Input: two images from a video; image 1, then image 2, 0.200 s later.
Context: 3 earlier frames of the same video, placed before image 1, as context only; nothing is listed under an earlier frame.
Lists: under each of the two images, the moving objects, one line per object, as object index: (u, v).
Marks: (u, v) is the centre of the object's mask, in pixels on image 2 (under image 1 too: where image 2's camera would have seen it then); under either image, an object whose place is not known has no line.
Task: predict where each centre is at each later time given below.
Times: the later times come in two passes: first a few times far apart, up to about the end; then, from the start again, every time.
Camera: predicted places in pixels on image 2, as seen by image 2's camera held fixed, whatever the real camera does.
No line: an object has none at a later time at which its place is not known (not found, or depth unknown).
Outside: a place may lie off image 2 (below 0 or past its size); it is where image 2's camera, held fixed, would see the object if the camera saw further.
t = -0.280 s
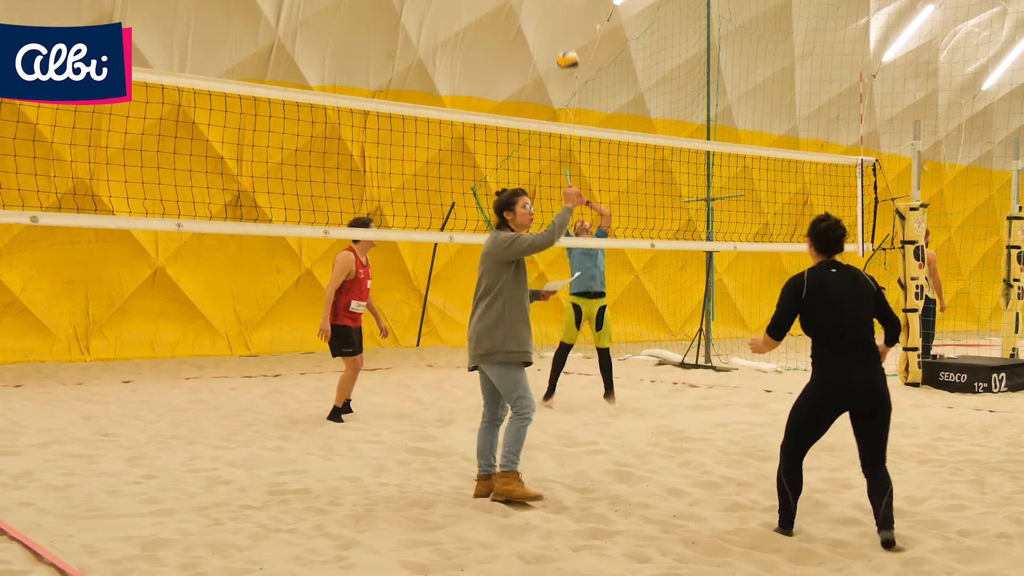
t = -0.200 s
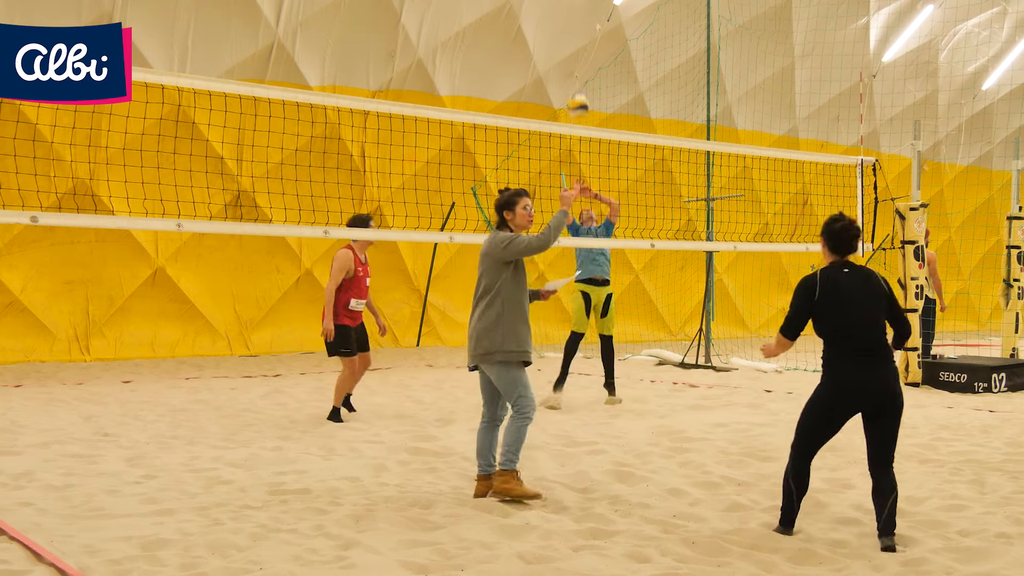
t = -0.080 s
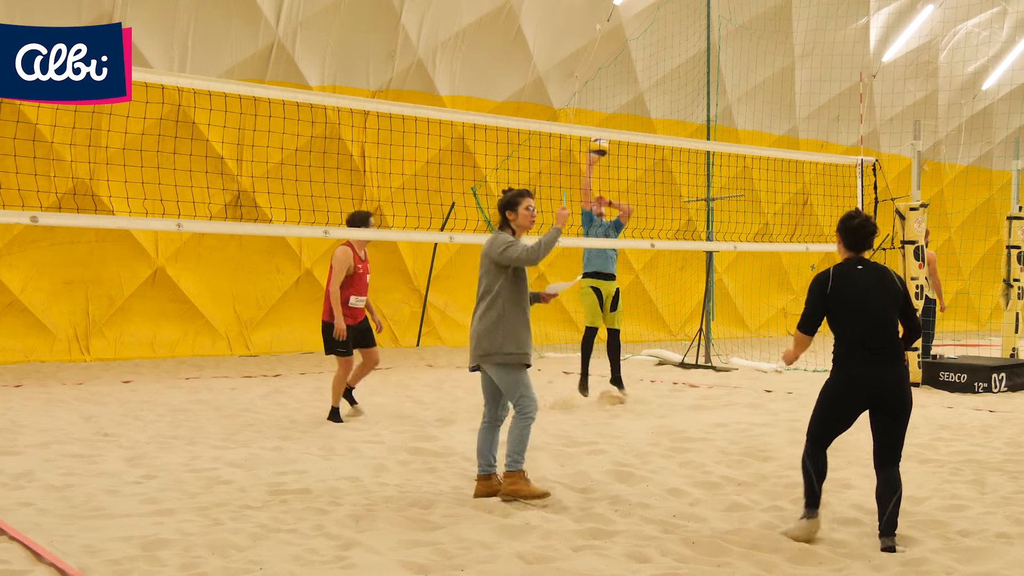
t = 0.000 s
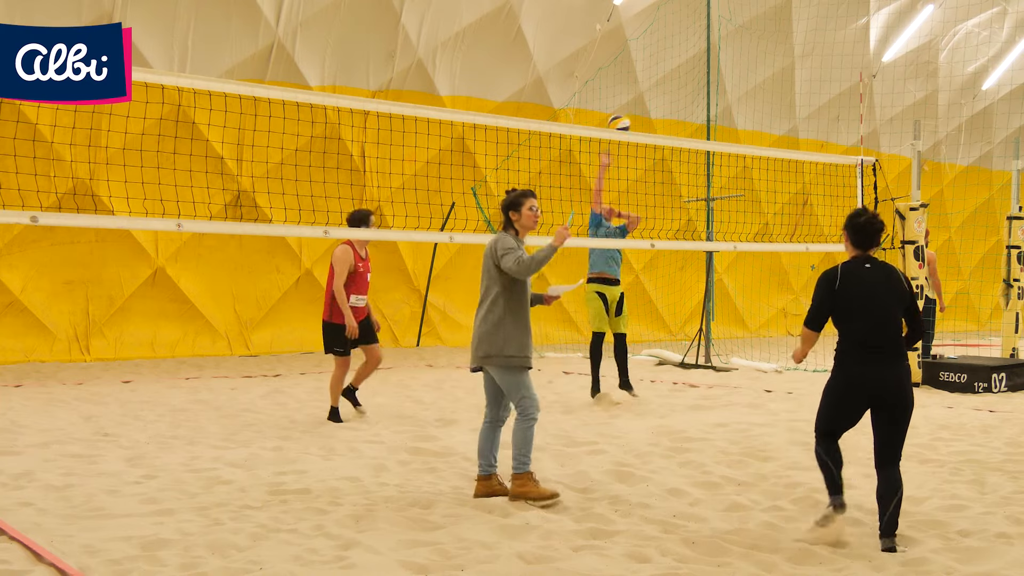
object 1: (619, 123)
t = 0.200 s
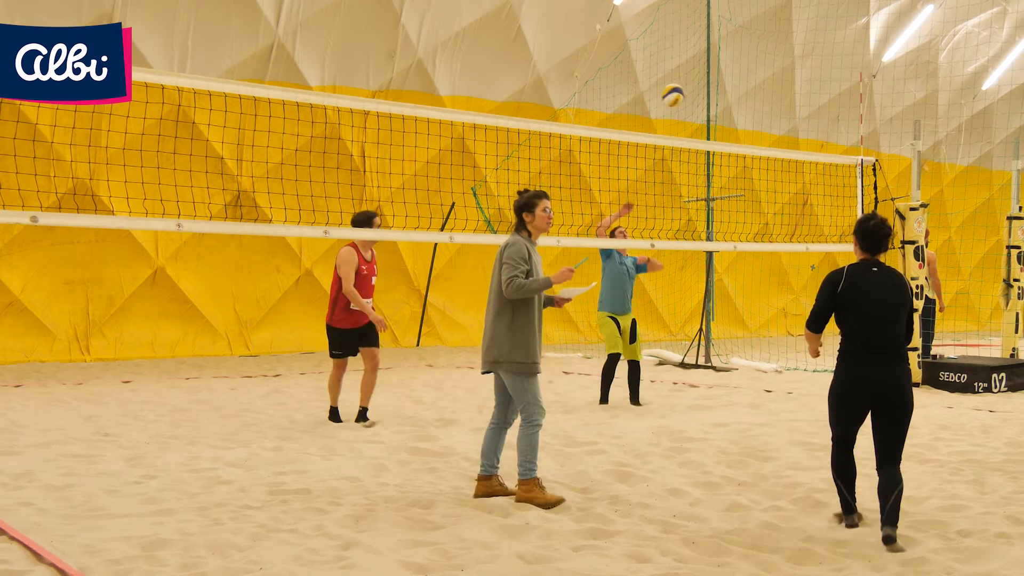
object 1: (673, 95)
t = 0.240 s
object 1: (685, 94)
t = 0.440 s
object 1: (744, 115)
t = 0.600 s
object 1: (793, 169)
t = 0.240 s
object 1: (685, 94)
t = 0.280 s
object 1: (697, 95)
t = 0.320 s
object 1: (708, 98)
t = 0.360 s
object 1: (719, 102)
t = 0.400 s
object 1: (731, 107)
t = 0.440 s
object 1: (744, 115)
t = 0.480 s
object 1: (756, 127)
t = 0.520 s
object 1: (768, 140)
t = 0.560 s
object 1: (780, 152)
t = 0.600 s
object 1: (793, 169)
